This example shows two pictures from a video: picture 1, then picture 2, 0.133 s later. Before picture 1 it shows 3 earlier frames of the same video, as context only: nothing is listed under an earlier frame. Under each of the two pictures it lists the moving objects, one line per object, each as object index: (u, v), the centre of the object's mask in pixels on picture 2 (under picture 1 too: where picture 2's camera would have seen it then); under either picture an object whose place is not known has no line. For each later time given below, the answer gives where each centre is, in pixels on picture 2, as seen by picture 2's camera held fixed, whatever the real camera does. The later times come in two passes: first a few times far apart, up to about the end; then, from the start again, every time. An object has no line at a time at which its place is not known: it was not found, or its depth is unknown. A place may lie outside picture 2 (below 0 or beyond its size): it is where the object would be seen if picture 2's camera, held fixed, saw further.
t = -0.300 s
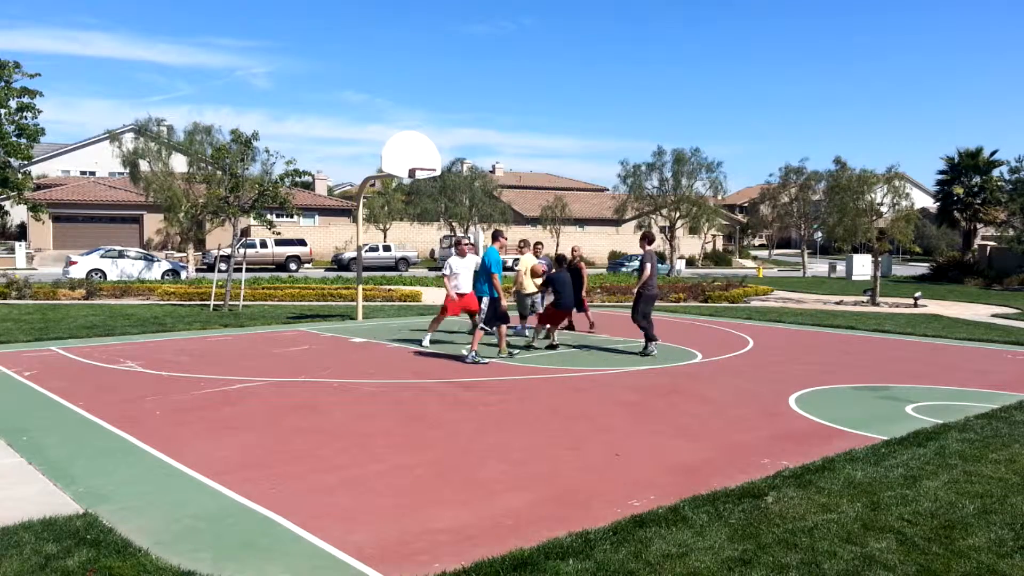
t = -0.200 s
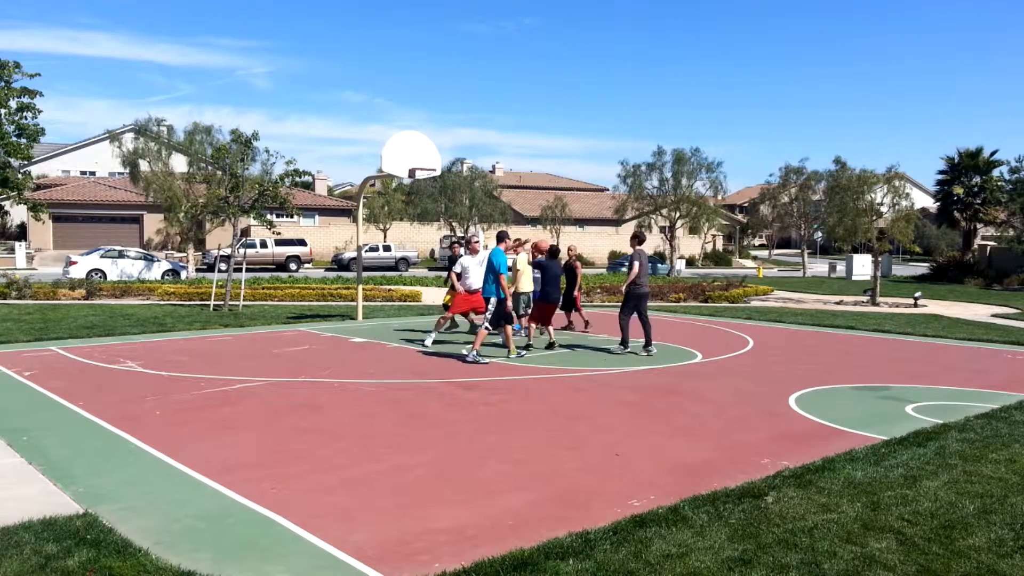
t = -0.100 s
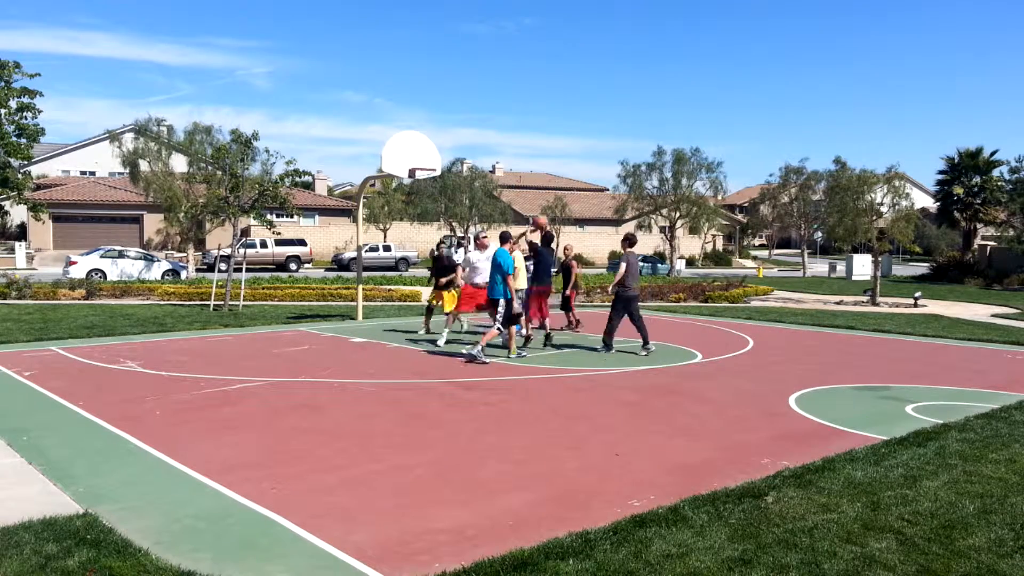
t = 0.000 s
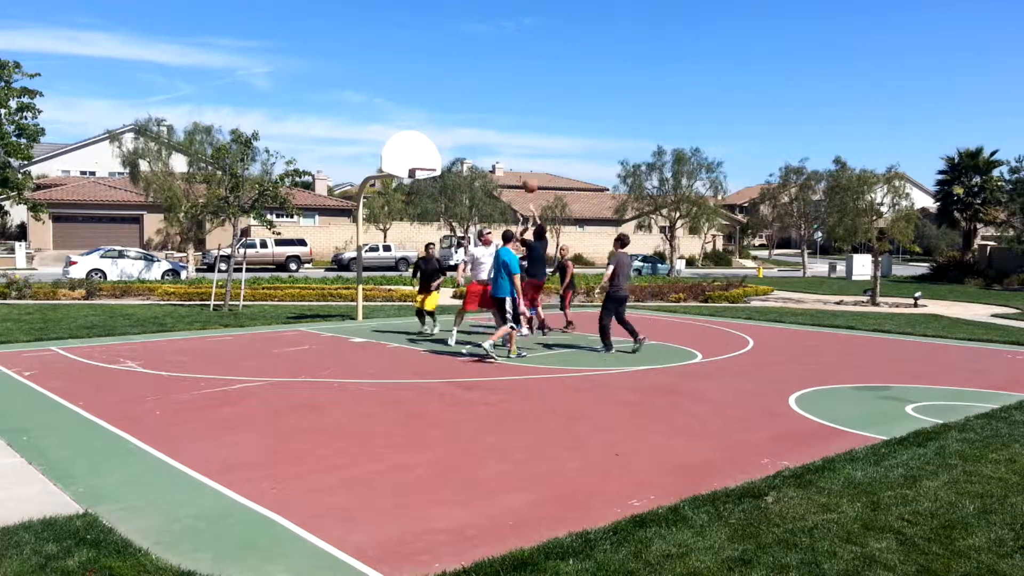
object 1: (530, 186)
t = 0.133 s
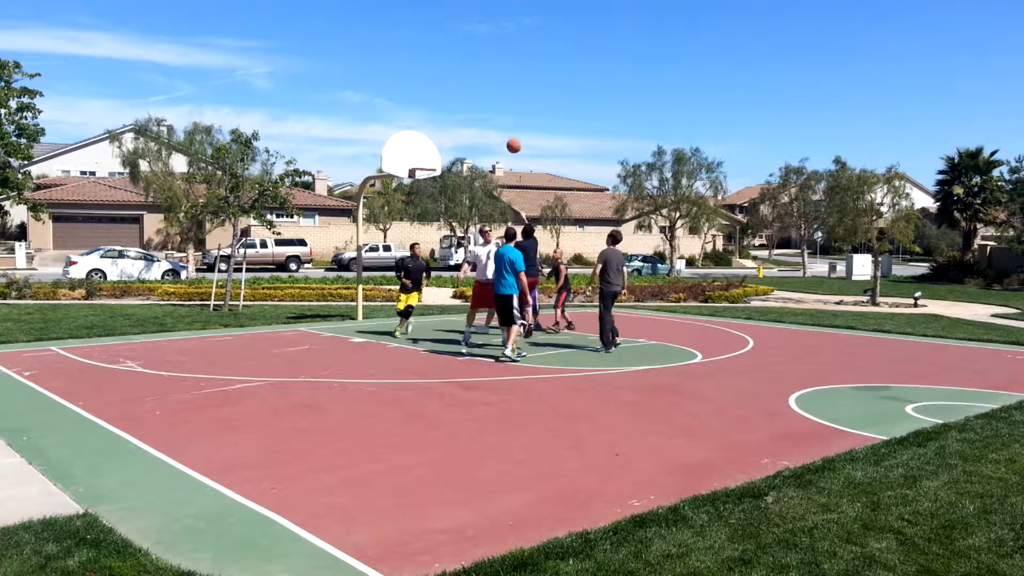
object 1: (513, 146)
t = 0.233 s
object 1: (502, 125)
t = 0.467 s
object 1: (476, 98)
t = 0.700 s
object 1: (452, 104)
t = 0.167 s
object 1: (510, 138)
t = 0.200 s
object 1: (506, 130)
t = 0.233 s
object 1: (502, 125)
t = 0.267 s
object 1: (498, 118)
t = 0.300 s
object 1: (494, 113)
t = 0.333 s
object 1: (491, 109)
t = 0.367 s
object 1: (487, 105)
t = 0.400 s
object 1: (483, 102)
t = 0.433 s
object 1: (480, 100)
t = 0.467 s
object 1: (476, 98)
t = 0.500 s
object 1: (473, 97)
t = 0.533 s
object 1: (469, 97)
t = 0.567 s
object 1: (466, 97)
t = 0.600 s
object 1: (462, 98)
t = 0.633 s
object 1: (459, 100)
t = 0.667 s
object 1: (455, 101)
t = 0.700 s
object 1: (452, 104)
